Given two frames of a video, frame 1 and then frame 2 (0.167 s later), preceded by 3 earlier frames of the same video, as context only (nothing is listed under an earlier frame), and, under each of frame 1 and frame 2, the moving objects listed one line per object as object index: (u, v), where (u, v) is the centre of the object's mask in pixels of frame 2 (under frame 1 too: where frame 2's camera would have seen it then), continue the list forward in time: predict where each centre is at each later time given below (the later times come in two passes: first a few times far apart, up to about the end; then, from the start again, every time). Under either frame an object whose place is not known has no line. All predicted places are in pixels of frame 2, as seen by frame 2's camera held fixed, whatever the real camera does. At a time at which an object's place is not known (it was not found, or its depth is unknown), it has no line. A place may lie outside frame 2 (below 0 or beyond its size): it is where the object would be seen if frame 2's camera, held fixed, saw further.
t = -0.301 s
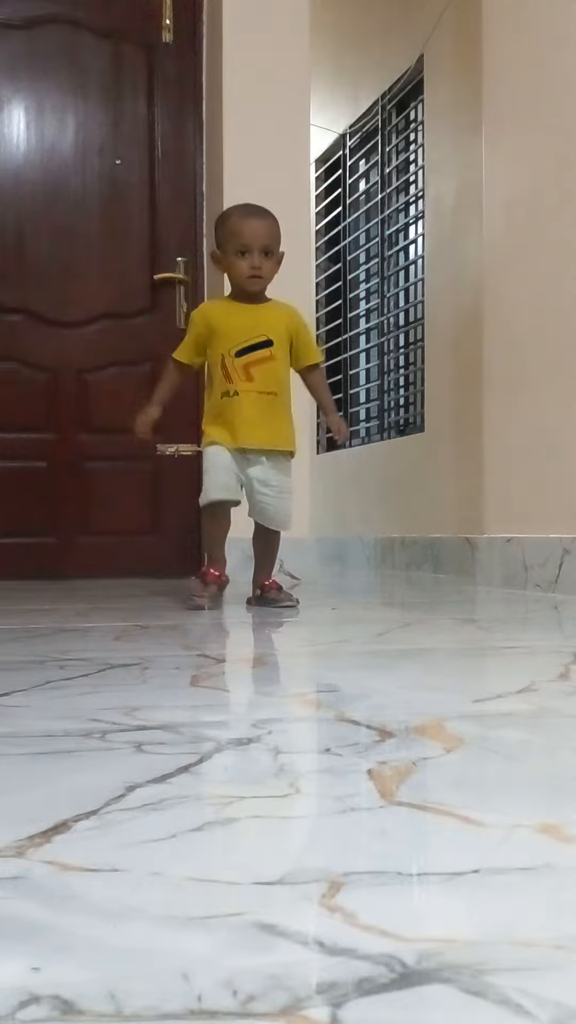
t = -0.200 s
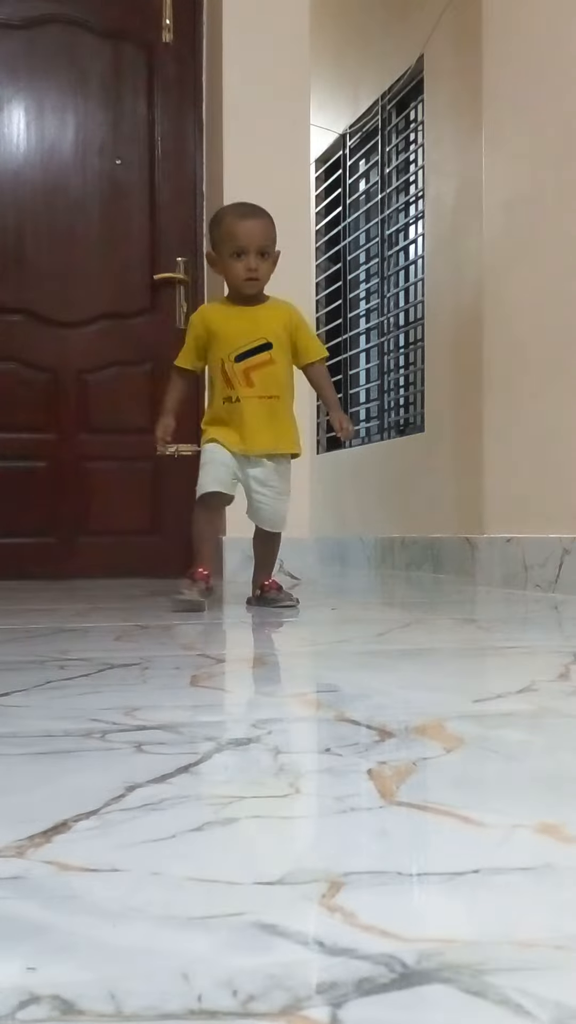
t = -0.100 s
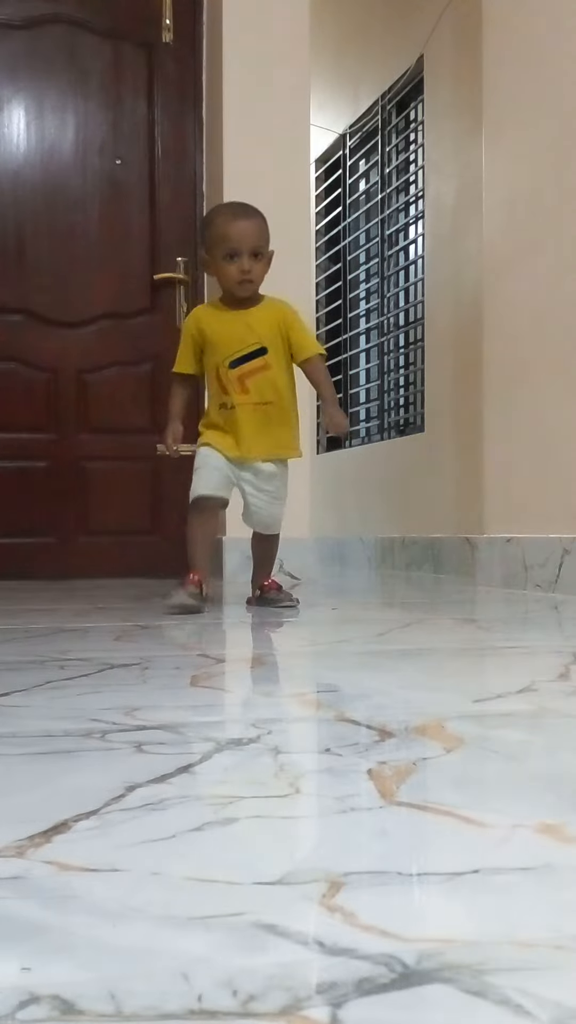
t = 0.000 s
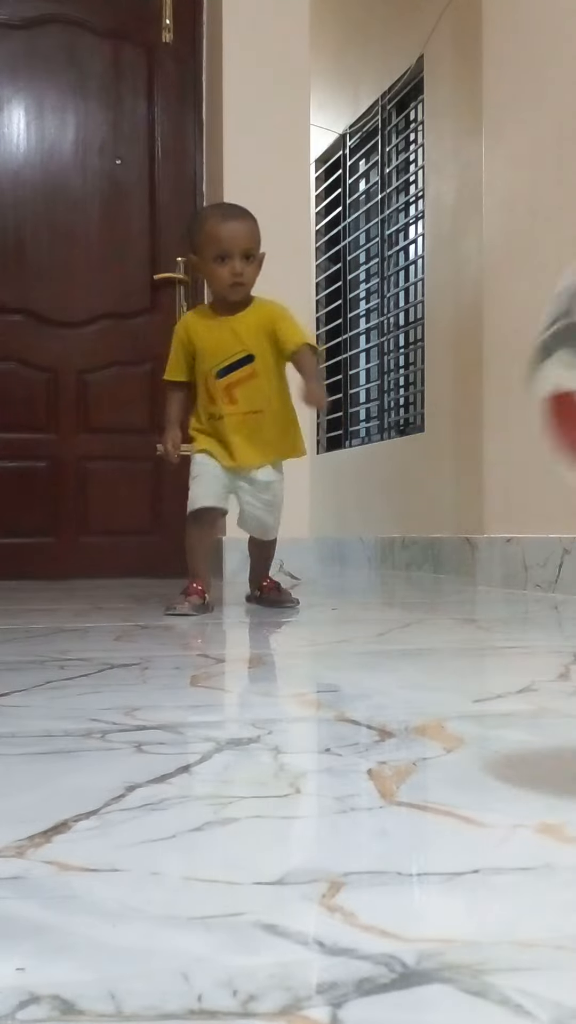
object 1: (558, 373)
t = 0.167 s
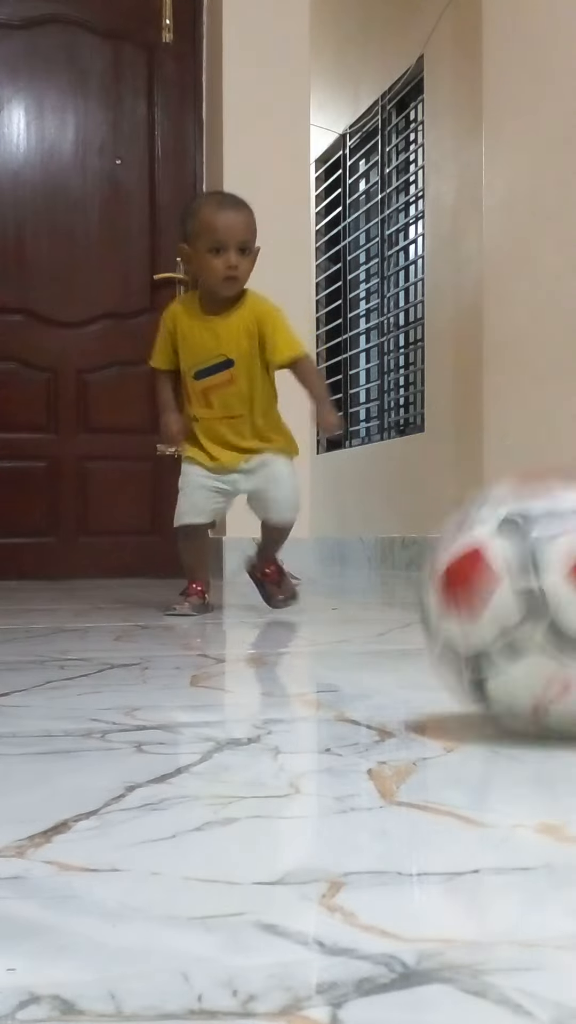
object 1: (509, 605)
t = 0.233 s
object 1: (493, 510)
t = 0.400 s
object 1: (442, 474)
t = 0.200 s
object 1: (500, 555)
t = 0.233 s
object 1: (493, 510)
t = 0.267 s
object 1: (485, 477)
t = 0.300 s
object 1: (476, 461)
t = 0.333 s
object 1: (465, 455)
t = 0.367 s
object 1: (454, 461)
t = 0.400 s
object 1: (442, 474)
